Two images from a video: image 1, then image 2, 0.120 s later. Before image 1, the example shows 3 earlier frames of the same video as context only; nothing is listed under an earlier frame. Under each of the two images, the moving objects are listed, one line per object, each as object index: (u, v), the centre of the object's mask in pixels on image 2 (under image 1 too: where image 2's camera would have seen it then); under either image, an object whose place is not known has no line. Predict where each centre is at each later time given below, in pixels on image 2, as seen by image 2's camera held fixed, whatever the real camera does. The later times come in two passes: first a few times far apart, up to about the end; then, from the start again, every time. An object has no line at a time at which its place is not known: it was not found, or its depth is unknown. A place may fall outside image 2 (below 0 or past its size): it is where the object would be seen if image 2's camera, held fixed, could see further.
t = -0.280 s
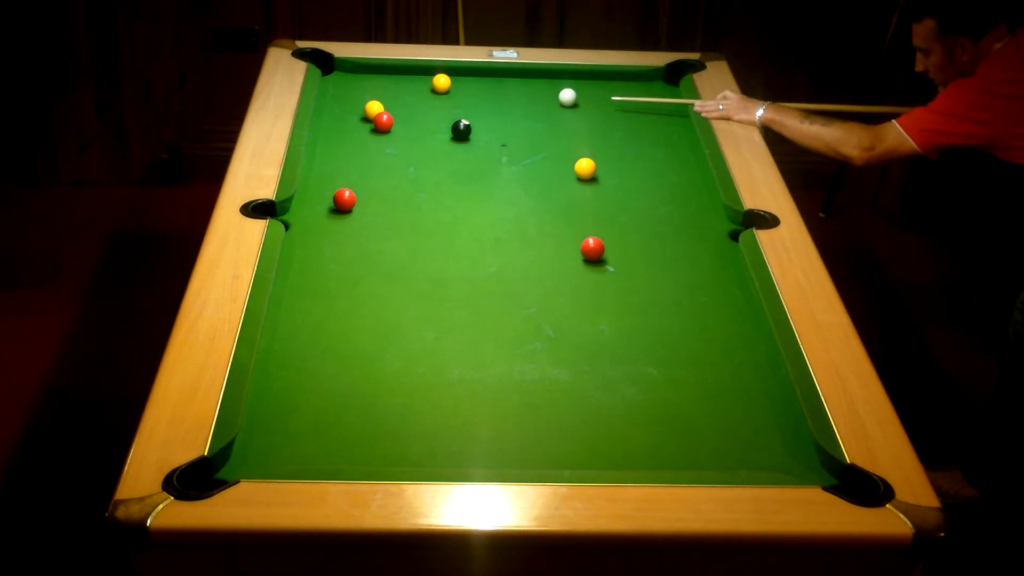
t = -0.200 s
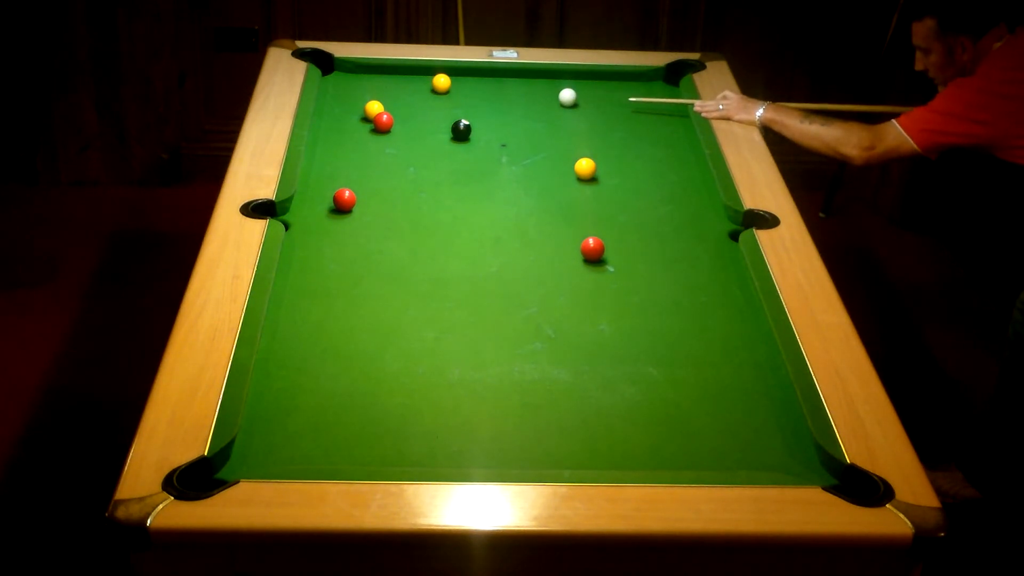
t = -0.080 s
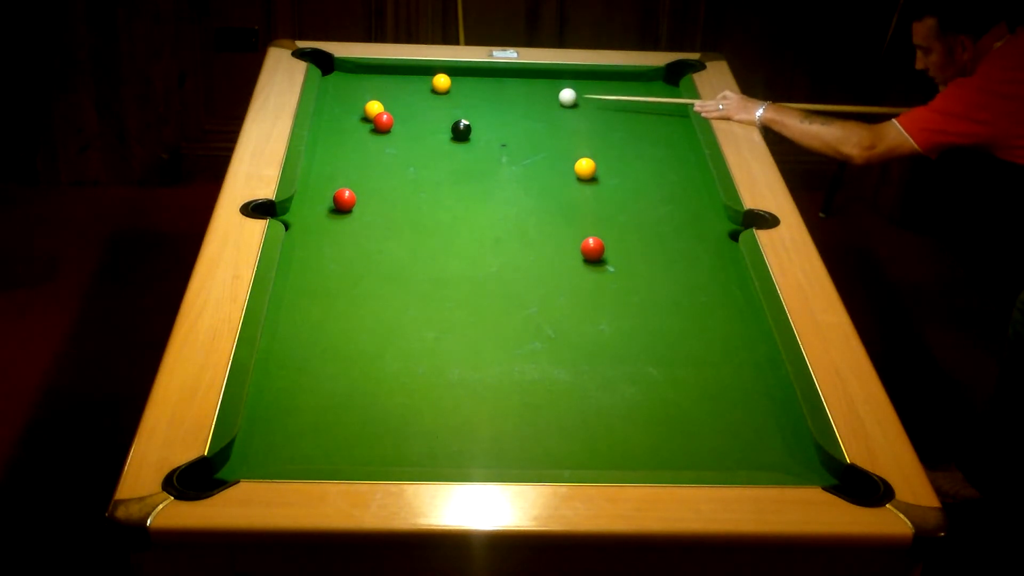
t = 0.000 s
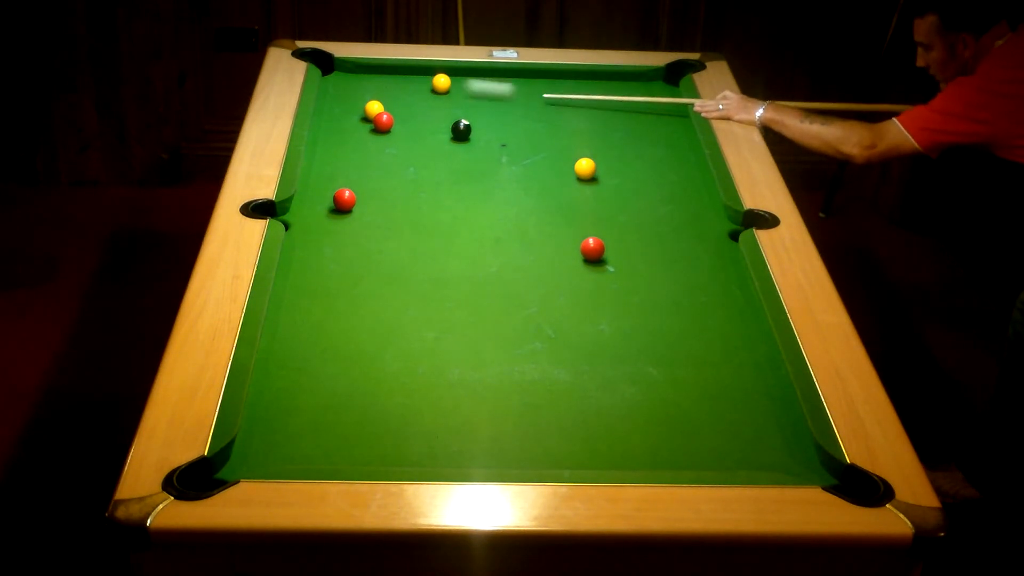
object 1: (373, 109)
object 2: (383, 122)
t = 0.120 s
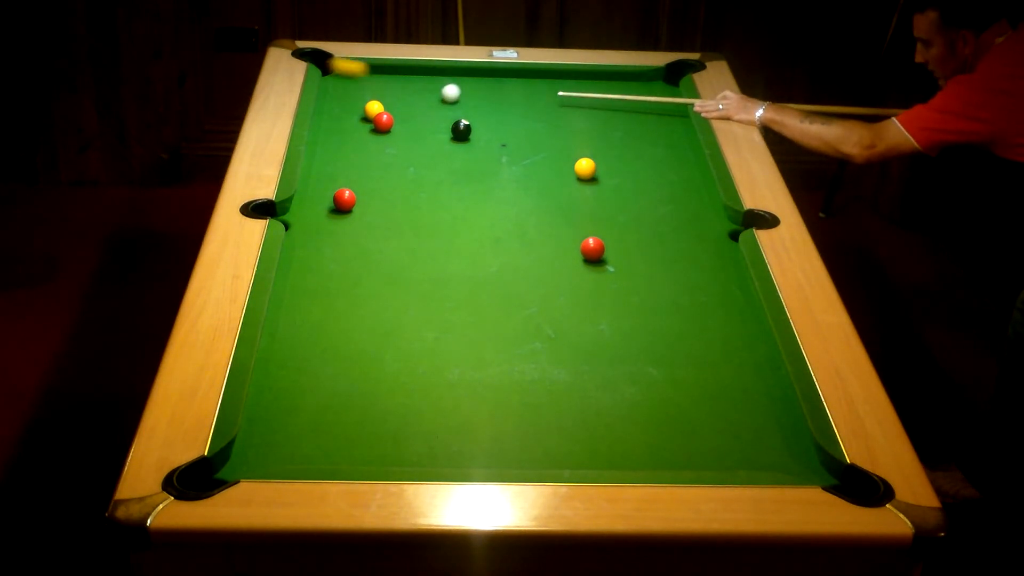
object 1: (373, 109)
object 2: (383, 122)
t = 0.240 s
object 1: (373, 109)
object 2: (383, 122)
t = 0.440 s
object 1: (373, 109)
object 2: (383, 122)
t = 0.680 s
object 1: (348, 112)
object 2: (381, 123)
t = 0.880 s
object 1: (328, 113)
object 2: (376, 126)
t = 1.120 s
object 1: (336, 115)
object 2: (371, 129)
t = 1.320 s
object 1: (346, 117)
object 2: (368, 131)
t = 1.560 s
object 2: (365, 132)
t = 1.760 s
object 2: (364, 133)
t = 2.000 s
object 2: (363, 133)
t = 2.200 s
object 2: (363, 133)
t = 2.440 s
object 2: (364, 133)
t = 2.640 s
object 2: (363, 133)
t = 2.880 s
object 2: (363, 133)
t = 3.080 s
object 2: (363, 133)
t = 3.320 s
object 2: (363, 133)
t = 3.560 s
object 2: (363, 133)
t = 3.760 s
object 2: (363, 133)
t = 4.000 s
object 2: (363, 133)
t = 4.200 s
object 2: (363, 133)
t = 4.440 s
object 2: (363, 133)
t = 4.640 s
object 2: (363, 133)
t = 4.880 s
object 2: (363, 133)
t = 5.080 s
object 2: (363, 133)
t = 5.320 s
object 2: (363, 133)
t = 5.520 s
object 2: (363, 133)
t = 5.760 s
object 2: (363, 133)
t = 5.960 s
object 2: (363, 133)
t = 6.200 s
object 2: (363, 133)
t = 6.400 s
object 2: (363, 133)
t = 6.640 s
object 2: (363, 133)
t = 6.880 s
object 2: (363, 133)
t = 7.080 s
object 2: (363, 133)
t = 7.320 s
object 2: (363, 133)
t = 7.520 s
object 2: (363, 133)
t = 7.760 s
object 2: (363, 133)
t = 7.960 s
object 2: (363, 133)
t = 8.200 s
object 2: (363, 133)
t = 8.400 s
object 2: (363, 133)
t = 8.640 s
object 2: (363, 133)
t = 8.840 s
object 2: (363, 133)
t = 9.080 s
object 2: (363, 133)
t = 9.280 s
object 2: (363, 133)
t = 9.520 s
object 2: (363, 133)
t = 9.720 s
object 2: (363, 133)
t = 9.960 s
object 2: (363, 133)
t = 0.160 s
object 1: (373, 109)
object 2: (383, 122)
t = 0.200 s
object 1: (373, 109)
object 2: (383, 122)
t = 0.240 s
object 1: (373, 109)
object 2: (383, 122)
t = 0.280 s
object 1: (373, 109)
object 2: (383, 122)
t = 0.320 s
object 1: (373, 109)
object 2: (383, 122)
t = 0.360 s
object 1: (373, 109)
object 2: (383, 122)
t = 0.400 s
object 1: (373, 109)
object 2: (383, 122)
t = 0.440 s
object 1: (373, 109)
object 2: (383, 122)
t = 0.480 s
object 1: (369, 110)
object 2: (383, 122)
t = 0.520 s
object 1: (365, 111)
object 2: (383, 122)
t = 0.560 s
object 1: (361, 111)
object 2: (383, 122)
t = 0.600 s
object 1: (357, 112)
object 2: (383, 122)
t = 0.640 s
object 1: (352, 112)
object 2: (382, 122)
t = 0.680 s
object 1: (348, 112)
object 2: (381, 123)
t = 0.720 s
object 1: (344, 113)
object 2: (380, 123)
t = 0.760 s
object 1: (340, 113)
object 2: (379, 124)
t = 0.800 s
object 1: (336, 113)
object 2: (378, 125)
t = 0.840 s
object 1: (332, 113)
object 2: (377, 125)
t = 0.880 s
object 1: (328, 113)
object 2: (376, 126)
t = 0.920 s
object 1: (325, 114)
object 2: (375, 126)
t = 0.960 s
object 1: (326, 114)
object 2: (374, 127)
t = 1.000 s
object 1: (328, 114)
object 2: (373, 127)
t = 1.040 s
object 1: (331, 114)
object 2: (372, 128)
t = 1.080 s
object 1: (333, 115)
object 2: (371, 128)
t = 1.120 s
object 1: (336, 115)
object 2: (371, 129)
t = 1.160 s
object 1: (338, 115)
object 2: (370, 129)
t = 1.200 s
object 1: (340, 116)
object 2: (369, 129)
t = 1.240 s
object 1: (342, 116)
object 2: (369, 130)
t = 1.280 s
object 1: (344, 116)
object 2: (368, 130)
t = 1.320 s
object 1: (346, 117)
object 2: (368, 131)
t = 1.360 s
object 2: (367, 131)
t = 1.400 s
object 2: (367, 131)
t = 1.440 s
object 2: (366, 131)
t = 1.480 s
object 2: (366, 132)
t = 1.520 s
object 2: (366, 132)
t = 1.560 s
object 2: (365, 132)
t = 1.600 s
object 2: (365, 133)
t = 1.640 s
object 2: (365, 133)
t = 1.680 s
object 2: (364, 133)
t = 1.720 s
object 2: (364, 133)
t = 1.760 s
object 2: (364, 133)
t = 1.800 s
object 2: (364, 133)
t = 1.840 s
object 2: (364, 133)
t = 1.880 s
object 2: (363, 133)
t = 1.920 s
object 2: (363, 133)
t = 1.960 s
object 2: (363, 133)
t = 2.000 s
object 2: (363, 133)
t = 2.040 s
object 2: (363, 133)
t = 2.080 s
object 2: (363, 133)
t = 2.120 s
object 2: (363, 133)
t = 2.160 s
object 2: (363, 133)
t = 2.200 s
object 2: (363, 133)
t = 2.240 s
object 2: (363, 133)
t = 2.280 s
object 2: (363, 133)
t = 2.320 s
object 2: (363, 133)
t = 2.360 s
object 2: (364, 133)
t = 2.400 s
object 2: (363, 133)
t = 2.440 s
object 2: (364, 133)
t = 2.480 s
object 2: (364, 133)
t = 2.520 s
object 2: (363, 133)
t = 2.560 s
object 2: (363, 133)
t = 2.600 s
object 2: (363, 133)
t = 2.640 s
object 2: (363, 133)
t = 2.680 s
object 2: (363, 133)
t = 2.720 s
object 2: (363, 133)
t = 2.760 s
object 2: (363, 133)
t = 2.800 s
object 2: (363, 133)
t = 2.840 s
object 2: (363, 133)
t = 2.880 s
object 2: (363, 133)
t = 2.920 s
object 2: (363, 133)
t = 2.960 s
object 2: (363, 133)
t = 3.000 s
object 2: (363, 133)
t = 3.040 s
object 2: (363, 133)
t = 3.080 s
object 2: (363, 133)
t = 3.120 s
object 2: (363, 133)
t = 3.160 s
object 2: (363, 133)
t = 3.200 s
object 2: (363, 133)
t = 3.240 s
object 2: (363, 133)
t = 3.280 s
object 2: (363, 133)
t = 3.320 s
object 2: (363, 133)
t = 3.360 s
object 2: (363, 133)
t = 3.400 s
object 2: (363, 133)
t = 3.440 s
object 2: (363, 133)
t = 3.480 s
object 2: (363, 133)
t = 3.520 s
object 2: (363, 133)
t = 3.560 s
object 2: (363, 133)
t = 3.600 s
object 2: (363, 133)
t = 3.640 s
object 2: (363, 133)
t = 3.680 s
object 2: (363, 133)
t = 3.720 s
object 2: (363, 133)
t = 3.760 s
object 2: (363, 133)
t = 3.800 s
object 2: (363, 133)
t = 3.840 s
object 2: (363, 133)
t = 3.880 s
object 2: (363, 133)
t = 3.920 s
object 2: (363, 133)
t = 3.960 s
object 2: (363, 133)
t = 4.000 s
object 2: (363, 133)
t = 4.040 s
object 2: (363, 133)
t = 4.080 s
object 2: (363, 133)
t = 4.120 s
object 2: (363, 133)
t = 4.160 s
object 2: (363, 133)
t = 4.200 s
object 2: (363, 133)
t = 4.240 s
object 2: (363, 133)
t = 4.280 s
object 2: (363, 133)
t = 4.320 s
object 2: (363, 133)
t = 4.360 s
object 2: (363, 133)
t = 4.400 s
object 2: (363, 133)
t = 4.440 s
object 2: (363, 133)
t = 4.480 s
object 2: (364, 133)
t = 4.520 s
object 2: (364, 133)
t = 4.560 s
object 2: (364, 133)
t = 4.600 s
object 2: (363, 133)
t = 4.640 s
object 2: (363, 133)
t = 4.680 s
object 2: (364, 133)
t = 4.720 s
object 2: (364, 133)
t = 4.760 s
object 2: (364, 133)
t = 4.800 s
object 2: (364, 133)
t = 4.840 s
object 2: (363, 133)
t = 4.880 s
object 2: (363, 133)
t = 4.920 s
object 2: (363, 133)
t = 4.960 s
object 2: (363, 133)
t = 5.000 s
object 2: (363, 133)
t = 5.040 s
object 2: (363, 133)
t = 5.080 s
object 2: (363, 133)
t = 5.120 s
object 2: (363, 133)
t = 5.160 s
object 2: (363, 133)
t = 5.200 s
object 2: (363, 133)
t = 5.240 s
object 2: (363, 133)
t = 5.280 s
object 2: (363, 133)
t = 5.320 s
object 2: (363, 133)
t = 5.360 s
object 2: (363, 133)
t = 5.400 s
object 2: (363, 133)
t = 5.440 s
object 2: (363, 133)
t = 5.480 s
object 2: (363, 133)
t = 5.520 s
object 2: (363, 133)
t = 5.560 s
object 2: (363, 133)
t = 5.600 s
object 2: (363, 133)
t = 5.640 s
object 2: (363, 133)
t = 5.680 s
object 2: (363, 133)
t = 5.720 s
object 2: (363, 133)
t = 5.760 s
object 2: (363, 133)
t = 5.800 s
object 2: (363, 133)
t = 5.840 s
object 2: (363, 133)
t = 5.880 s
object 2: (363, 133)
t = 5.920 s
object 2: (363, 133)
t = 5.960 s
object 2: (363, 133)
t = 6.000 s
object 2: (363, 133)
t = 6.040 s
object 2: (363, 133)
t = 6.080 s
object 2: (363, 133)
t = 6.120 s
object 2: (363, 133)
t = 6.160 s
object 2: (363, 133)
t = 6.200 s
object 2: (363, 133)
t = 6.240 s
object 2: (363, 133)
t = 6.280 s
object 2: (363, 133)
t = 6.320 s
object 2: (363, 133)
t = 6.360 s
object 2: (363, 133)
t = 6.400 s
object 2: (363, 133)
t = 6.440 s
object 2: (363, 133)
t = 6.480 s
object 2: (363, 133)
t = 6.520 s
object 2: (363, 133)
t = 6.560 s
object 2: (363, 133)
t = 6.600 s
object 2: (363, 133)
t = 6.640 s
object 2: (363, 133)
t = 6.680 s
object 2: (363, 133)
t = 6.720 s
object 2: (363, 133)
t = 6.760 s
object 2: (363, 133)
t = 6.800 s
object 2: (364, 133)
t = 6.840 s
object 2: (363, 133)
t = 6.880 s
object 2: (363, 133)
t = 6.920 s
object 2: (363, 133)
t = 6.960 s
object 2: (364, 133)
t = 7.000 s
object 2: (363, 133)
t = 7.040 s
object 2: (363, 133)
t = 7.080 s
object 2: (363, 133)
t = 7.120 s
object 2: (363, 133)
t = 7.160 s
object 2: (363, 133)
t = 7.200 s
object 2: (363, 133)
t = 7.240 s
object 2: (363, 133)
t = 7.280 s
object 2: (363, 133)
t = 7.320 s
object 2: (363, 133)
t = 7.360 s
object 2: (363, 133)
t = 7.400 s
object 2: (363, 133)
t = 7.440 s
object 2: (363, 133)
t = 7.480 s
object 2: (363, 133)
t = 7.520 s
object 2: (363, 133)
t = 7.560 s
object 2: (363, 133)
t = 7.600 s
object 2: (363, 133)
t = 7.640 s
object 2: (363, 133)
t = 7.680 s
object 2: (363, 133)
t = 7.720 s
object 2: (363, 133)
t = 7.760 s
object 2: (363, 133)
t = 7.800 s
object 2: (363, 133)
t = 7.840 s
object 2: (363, 133)
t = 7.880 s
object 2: (363, 133)
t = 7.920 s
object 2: (363, 133)
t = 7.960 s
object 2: (363, 133)
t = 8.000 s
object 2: (363, 133)
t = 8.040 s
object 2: (363, 133)
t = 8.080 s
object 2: (363, 133)
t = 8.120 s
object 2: (363, 133)
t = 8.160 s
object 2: (363, 133)
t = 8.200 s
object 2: (363, 133)
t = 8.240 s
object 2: (364, 133)
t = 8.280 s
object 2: (364, 133)
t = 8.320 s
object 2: (363, 133)
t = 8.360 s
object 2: (363, 133)
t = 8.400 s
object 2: (363, 133)
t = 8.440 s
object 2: (363, 133)
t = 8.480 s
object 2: (363, 133)
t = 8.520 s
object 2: (363, 133)
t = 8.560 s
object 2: (363, 133)
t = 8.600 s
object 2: (363, 133)
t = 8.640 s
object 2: (363, 133)
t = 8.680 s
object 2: (363, 133)
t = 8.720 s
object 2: (363, 133)
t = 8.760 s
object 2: (363, 133)
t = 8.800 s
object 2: (363, 133)
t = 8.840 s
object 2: (363, 133)
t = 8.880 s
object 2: (363, 133)
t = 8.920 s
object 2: (363, 133)
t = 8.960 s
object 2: (363, 133)
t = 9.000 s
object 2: (363, 133)
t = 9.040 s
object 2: (363, 133)
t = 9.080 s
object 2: (363, 133)
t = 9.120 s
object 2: (363, 133)
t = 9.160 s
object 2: (363, 133)
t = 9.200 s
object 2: (363, 133)
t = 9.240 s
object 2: (363, 133)
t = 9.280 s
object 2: (363, 133)
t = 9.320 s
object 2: (363, 133)
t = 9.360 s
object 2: (363, 133)
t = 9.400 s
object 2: (363, 133)
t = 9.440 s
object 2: (363, 133)
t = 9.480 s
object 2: (363, 133)
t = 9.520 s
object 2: (363, 133)
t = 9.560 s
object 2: (363, 133)
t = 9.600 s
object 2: (363, 133)
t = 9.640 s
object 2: (363, 133)
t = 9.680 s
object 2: (363, 133)
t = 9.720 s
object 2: (363, 133)
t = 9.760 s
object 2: (363, 133)
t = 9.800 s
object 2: (363, 133)
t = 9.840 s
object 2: (363, 133)
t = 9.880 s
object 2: (363, 133)
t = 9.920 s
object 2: (363, 133)
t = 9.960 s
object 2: (363, 133)
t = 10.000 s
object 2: (363, 133)
